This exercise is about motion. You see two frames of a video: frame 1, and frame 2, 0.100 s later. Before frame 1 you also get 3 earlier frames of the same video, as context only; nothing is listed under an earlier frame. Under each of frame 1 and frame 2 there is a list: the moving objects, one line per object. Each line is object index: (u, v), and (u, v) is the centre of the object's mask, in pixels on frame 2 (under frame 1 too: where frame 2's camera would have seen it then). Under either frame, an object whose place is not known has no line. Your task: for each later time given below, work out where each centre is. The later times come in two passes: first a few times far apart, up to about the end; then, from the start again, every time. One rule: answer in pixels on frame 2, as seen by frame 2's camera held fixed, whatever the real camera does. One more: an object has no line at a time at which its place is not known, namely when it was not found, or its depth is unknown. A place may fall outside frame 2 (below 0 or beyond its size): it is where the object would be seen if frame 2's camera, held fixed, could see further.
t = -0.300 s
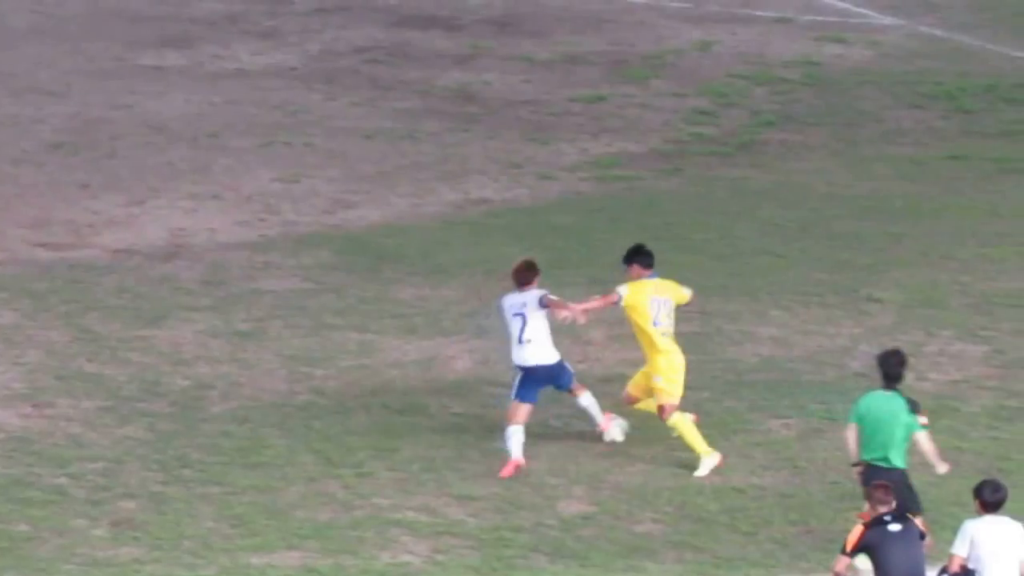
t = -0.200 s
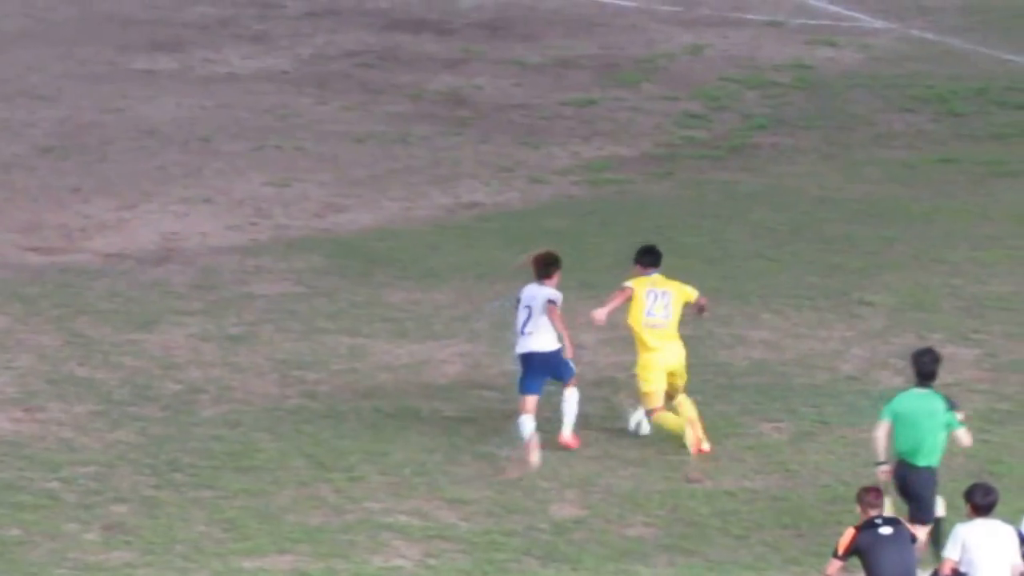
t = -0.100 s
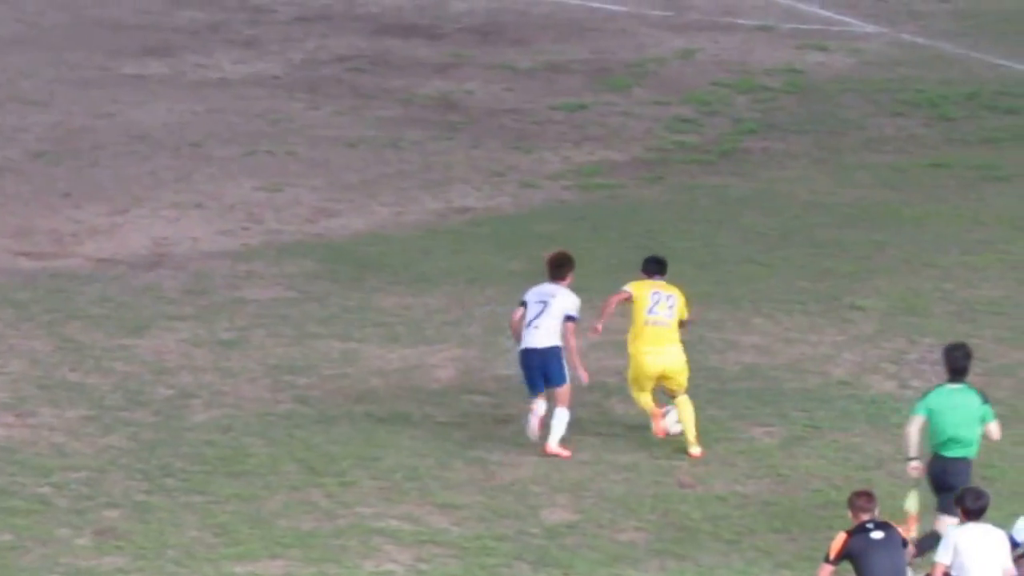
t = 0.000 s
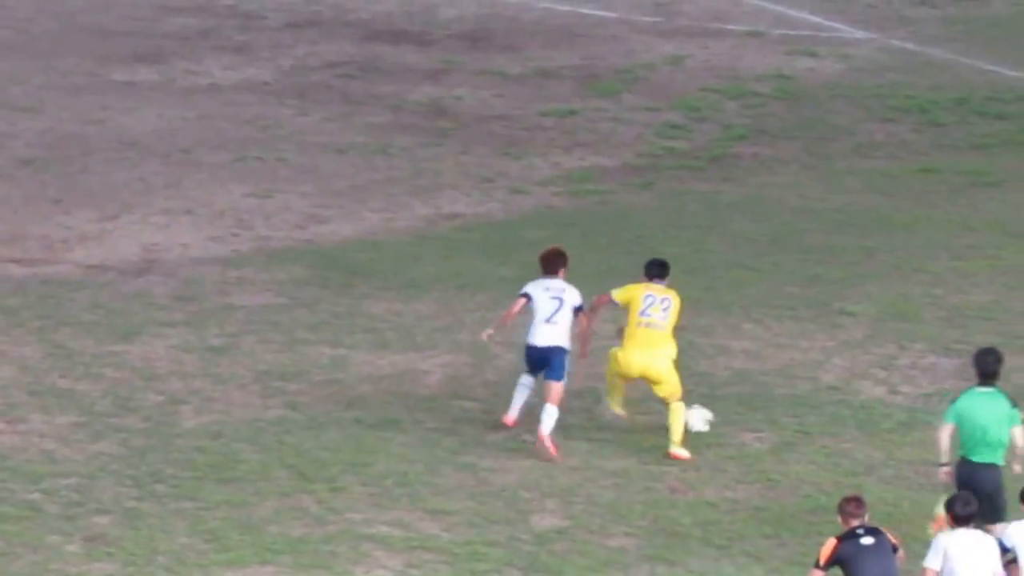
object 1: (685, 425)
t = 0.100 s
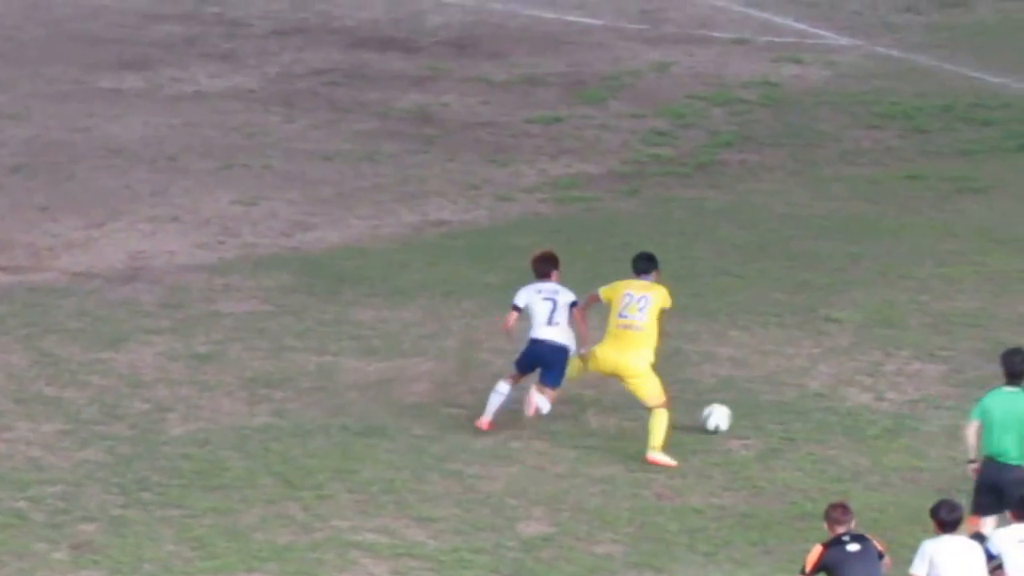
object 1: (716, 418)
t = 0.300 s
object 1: (782, 406)
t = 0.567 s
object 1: (861, 387)
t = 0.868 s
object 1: (944, 373)
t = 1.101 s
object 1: (1005, 360)
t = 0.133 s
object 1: (728, 416)
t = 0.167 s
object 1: (740, 415)
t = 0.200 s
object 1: (750, 413)
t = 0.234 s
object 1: (760, 410)
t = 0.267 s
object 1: (771, 407)
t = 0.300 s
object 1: (782, 406)
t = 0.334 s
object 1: (793, 405)
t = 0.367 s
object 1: (803, 402)
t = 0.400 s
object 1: (813, 399)
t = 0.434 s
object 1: (822, 397)
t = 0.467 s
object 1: (832, 396)
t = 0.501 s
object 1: (843, 393)
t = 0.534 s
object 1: (852, 389)
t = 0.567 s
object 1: (861, 387)
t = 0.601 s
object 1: (871, 386)
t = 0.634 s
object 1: (879, 385)
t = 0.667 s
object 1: (889, 381)
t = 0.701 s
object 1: (898, 376)
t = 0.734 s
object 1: (907, 373)
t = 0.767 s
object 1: (918, 371)
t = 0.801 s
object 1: (926, 370)
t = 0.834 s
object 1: (934, 371)
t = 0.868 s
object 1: (944, 373)
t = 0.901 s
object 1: (953, 370)
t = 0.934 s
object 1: (962, 365)
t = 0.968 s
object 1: (971, 361)
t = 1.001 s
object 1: (979, 359)
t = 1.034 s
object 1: (987, 358)
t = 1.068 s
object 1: (997, 358)
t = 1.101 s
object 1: (1005, 360)
